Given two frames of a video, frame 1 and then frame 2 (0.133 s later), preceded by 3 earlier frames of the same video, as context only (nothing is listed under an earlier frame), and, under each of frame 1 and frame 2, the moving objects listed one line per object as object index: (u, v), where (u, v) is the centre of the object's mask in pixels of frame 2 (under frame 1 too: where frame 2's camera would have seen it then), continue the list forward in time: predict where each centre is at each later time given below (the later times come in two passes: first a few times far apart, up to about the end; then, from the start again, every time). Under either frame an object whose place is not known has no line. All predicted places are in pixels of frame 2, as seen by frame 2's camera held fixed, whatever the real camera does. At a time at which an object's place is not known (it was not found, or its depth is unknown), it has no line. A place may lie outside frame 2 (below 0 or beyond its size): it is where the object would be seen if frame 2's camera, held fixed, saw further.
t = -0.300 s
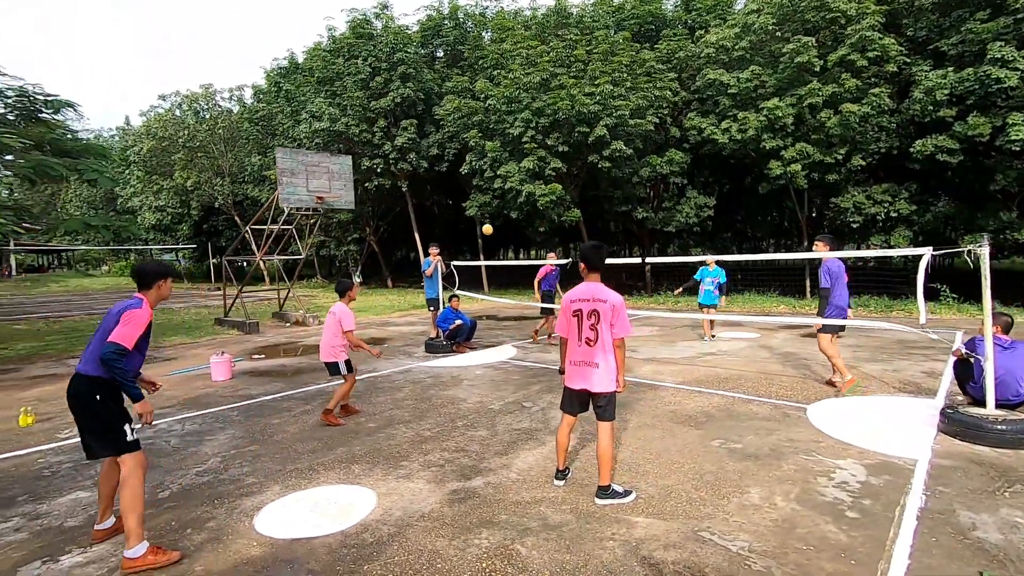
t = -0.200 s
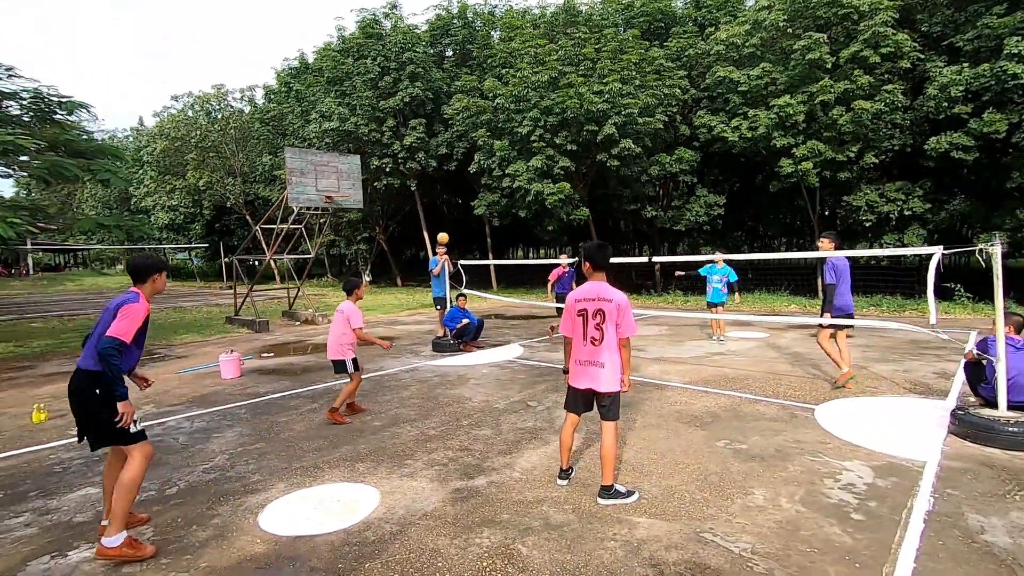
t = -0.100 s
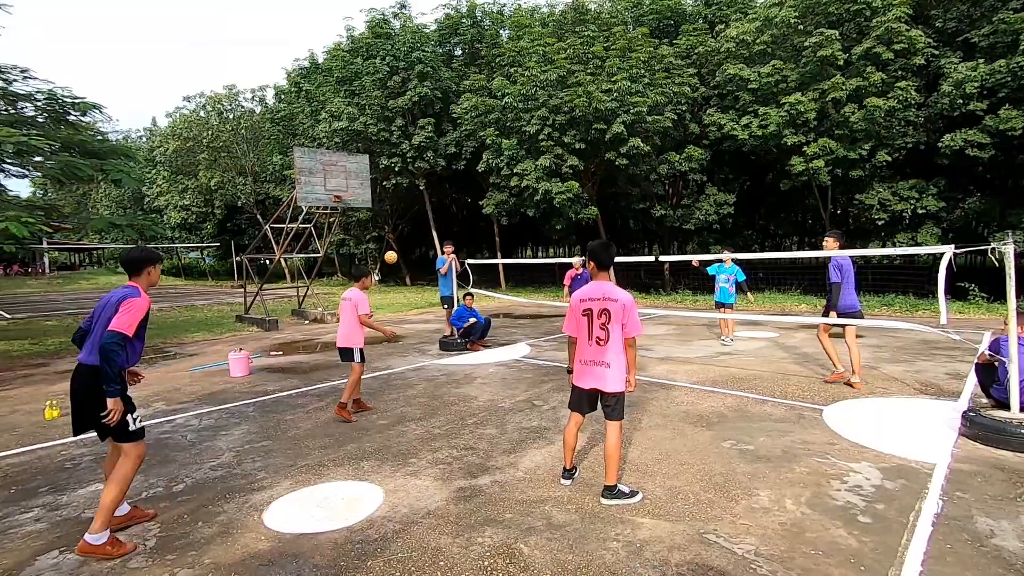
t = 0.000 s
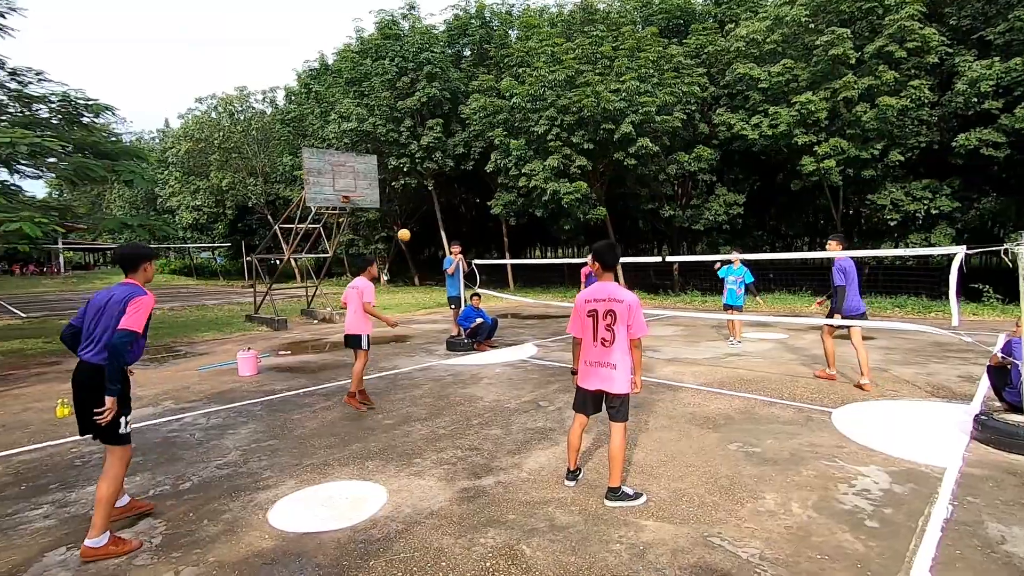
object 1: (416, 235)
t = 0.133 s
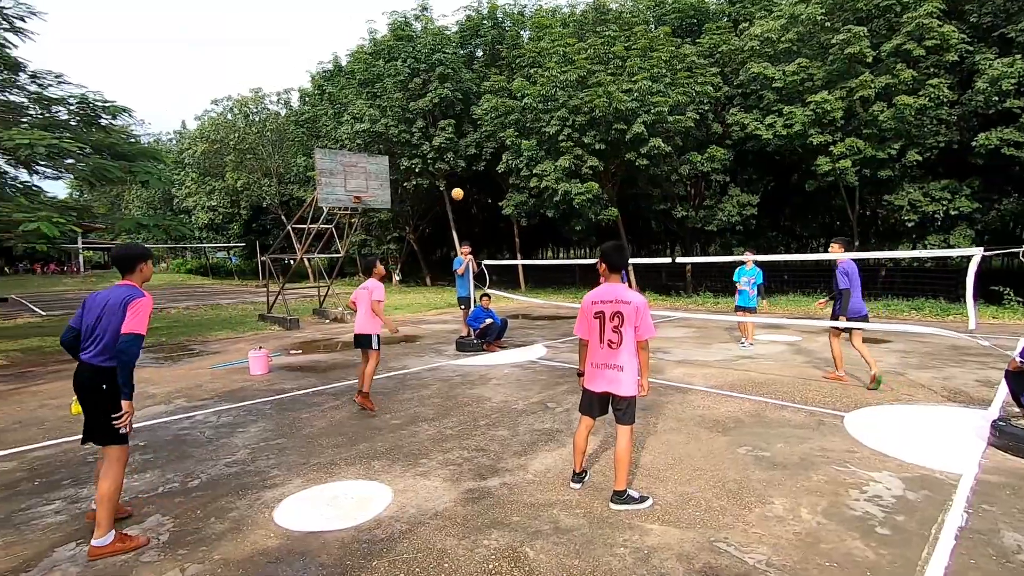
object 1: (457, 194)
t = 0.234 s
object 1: (486, 176)
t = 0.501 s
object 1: (555, 169)
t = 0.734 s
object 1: (604, 206)
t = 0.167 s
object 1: (467, 187)
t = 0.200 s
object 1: (477, 181)
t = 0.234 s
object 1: (486, 176)
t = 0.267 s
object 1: (495, 171)
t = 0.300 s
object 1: (504, 168)
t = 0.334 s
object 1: (513, 166)
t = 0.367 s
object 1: (522, 165)
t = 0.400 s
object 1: (530, 165)
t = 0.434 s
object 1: (539, 166)
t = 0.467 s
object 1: (547, 167)
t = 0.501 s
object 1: (555, 169)
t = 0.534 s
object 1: (563, 173)
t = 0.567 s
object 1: (570, 177)
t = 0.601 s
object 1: (577, 181)
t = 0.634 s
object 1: (584, 186)
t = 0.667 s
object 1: (591, 192)
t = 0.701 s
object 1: (598, 198)
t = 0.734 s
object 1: (604, 206)
